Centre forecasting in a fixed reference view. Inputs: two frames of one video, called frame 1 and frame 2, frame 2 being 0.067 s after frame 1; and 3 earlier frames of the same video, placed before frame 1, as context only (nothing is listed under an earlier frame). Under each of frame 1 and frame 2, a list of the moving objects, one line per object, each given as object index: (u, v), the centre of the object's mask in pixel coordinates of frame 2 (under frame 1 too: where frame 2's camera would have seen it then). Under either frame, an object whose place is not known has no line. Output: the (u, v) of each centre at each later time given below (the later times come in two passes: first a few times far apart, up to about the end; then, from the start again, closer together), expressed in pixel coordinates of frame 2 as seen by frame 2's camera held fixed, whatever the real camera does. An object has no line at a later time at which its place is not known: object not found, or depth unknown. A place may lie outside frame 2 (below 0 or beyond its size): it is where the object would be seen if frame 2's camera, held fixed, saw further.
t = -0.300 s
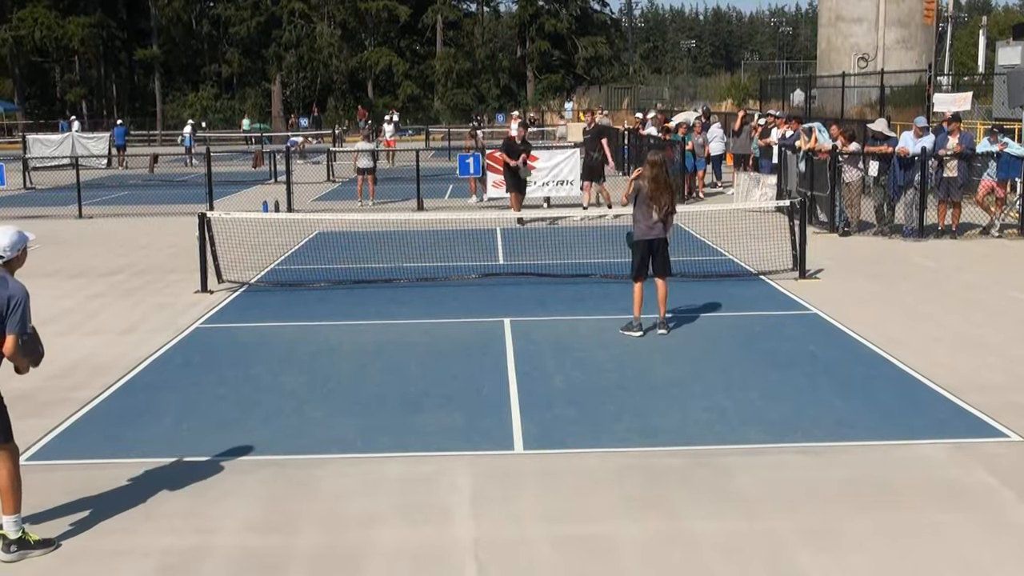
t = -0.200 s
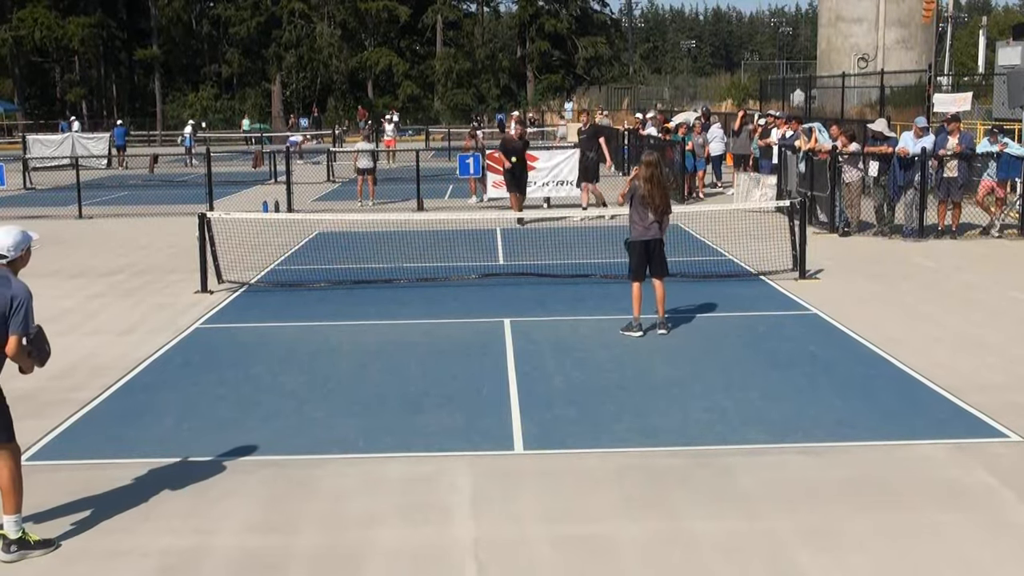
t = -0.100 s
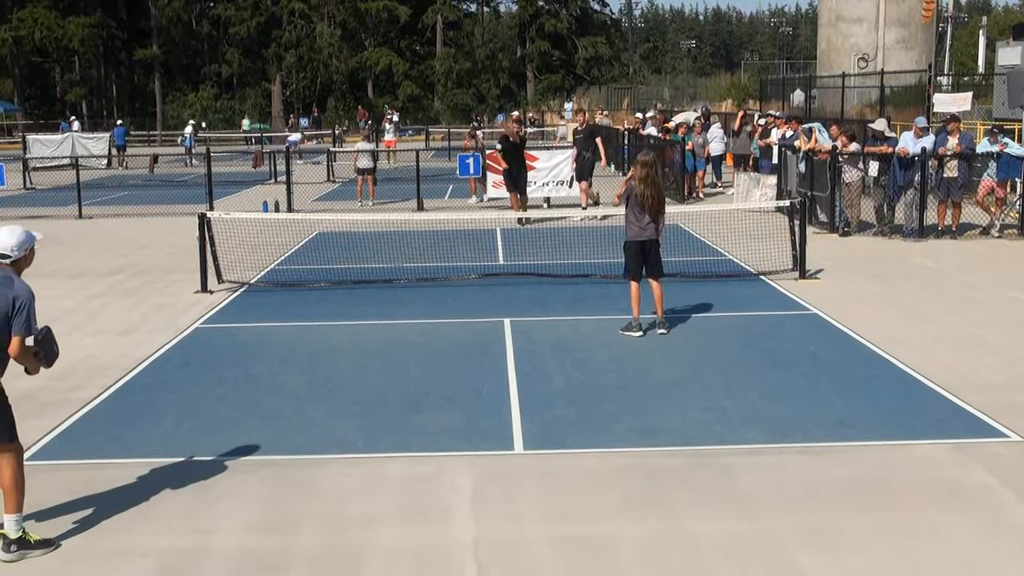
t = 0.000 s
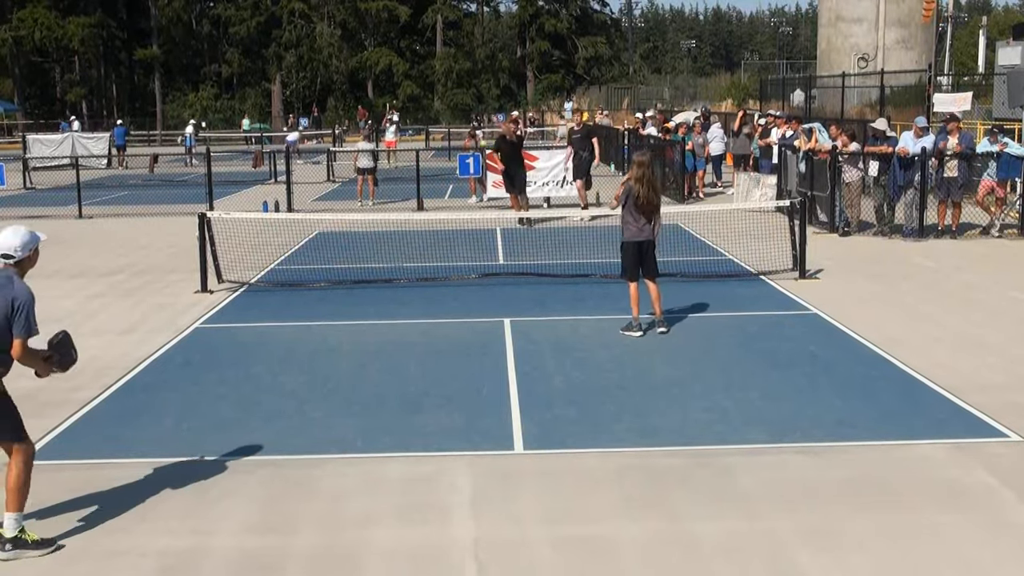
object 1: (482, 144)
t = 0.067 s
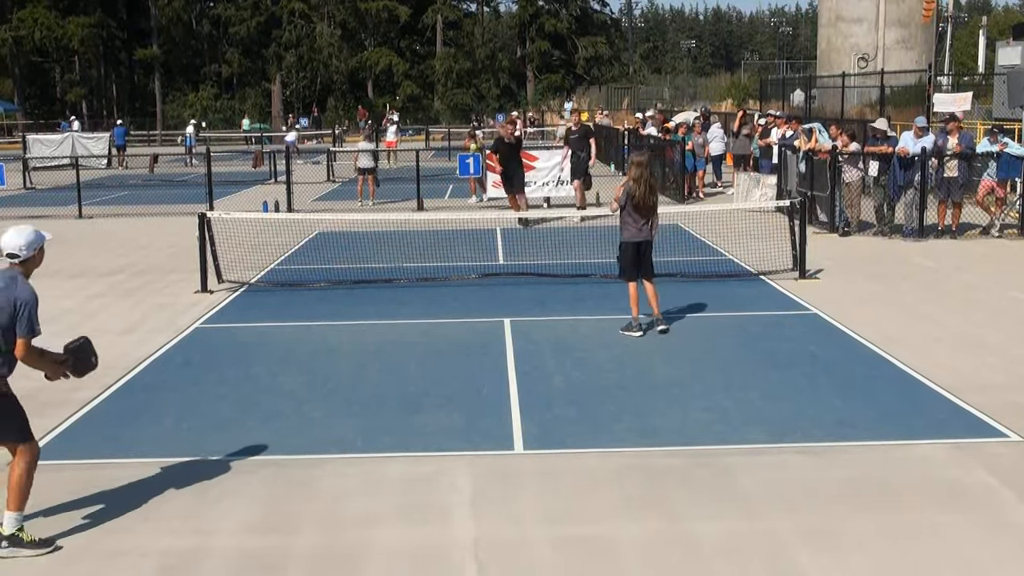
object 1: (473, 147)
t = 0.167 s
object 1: (457, 163)
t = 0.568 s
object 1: (394, 410)
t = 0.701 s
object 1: (374, 391)
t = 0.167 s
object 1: (457, 163)
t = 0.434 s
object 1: (416, 292)
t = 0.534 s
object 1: (400, 387)
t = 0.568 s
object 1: (394, 410)
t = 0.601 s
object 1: (390, 402)
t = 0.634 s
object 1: (385, 397)
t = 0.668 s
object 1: (379, 393)
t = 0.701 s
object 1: (374, 391)
